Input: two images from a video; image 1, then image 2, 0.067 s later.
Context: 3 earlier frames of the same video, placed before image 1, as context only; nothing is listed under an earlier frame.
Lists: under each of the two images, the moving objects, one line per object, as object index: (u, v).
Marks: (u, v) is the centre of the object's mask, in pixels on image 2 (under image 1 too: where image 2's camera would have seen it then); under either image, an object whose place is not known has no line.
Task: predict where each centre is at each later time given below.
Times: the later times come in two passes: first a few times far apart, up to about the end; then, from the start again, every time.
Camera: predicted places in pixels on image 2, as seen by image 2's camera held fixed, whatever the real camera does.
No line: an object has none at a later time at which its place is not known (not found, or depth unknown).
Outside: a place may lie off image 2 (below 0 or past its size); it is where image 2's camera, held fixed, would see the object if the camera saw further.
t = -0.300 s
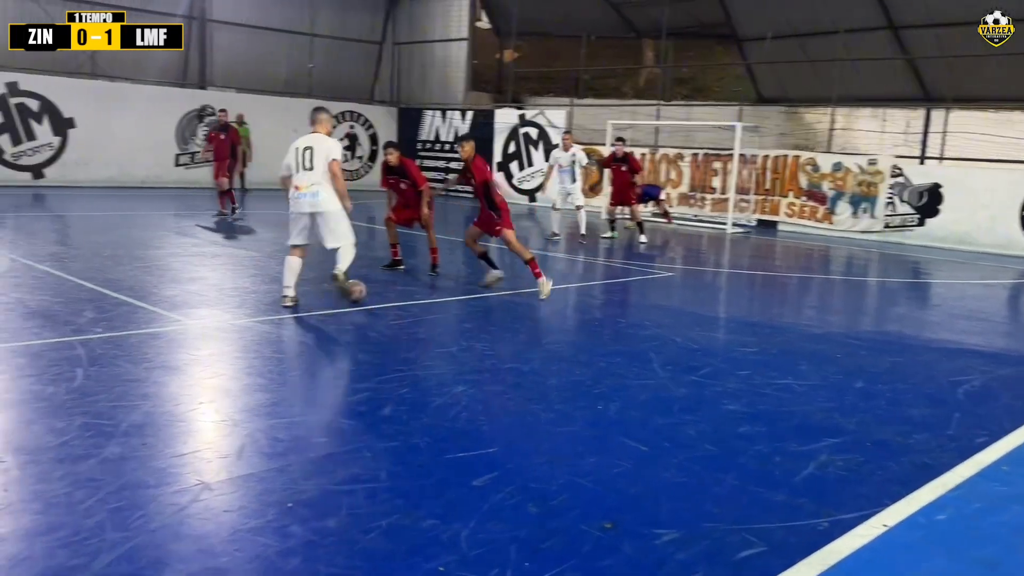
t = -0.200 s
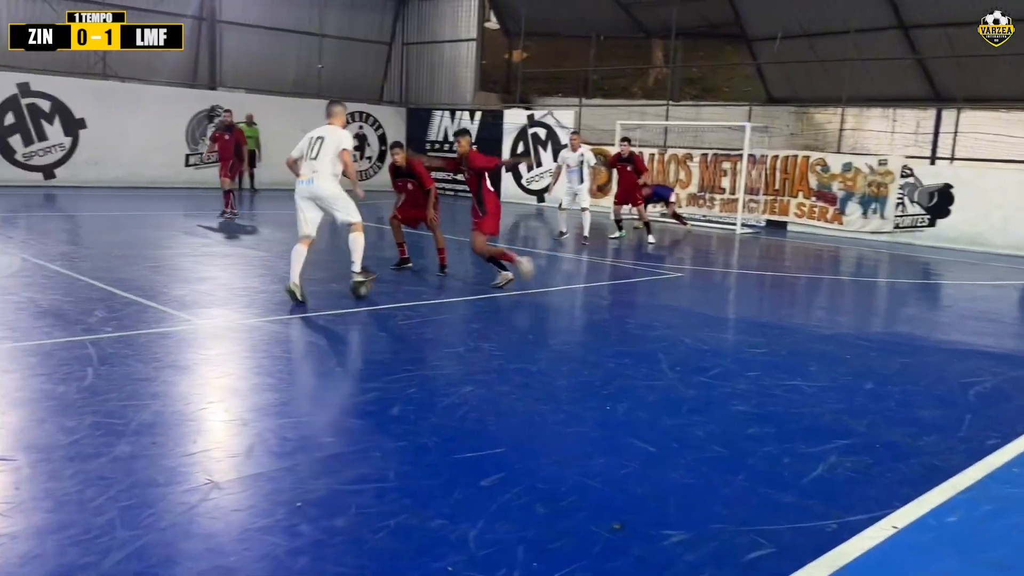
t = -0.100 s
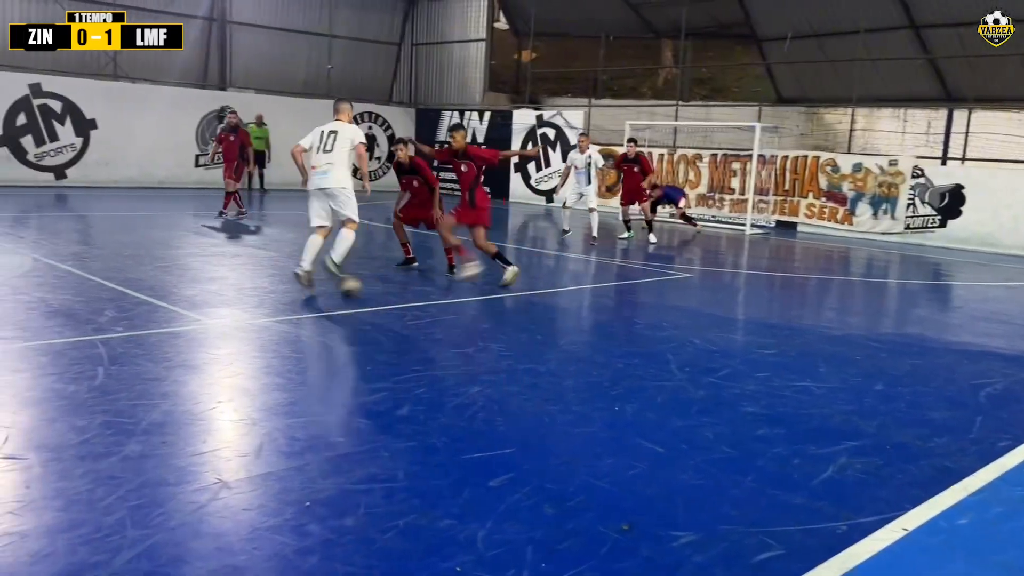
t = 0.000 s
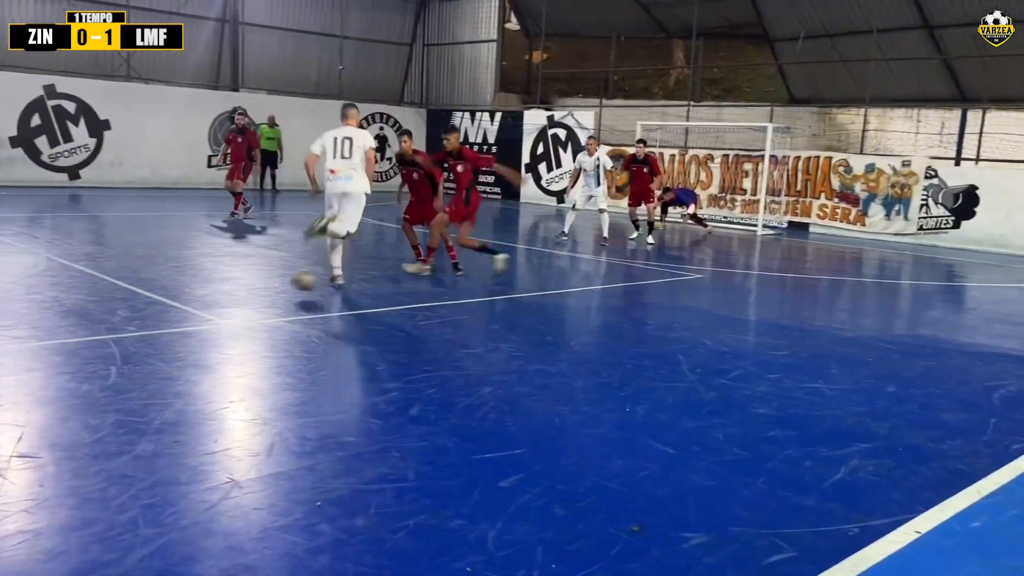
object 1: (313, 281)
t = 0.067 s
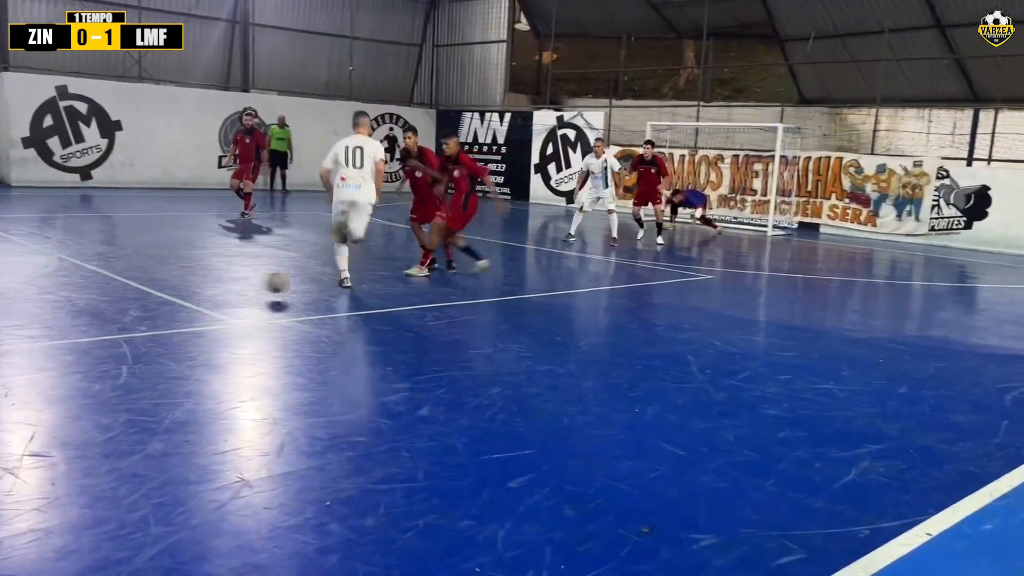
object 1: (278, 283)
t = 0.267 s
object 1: (156, 284)
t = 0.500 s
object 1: (6, 290)
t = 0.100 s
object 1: (258, 285)
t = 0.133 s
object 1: (236, 287)
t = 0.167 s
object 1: (216, 285)
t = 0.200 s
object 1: (197, 284)
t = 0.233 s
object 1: (177, 284)
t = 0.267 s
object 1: (156, 284)
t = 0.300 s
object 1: (135, 288)
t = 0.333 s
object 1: (114, 289)
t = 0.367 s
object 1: (92, 288)
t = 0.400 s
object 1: (70, 290)
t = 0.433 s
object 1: (49, 290)
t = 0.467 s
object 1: (29, 290)
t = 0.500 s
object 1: (6, 290)
